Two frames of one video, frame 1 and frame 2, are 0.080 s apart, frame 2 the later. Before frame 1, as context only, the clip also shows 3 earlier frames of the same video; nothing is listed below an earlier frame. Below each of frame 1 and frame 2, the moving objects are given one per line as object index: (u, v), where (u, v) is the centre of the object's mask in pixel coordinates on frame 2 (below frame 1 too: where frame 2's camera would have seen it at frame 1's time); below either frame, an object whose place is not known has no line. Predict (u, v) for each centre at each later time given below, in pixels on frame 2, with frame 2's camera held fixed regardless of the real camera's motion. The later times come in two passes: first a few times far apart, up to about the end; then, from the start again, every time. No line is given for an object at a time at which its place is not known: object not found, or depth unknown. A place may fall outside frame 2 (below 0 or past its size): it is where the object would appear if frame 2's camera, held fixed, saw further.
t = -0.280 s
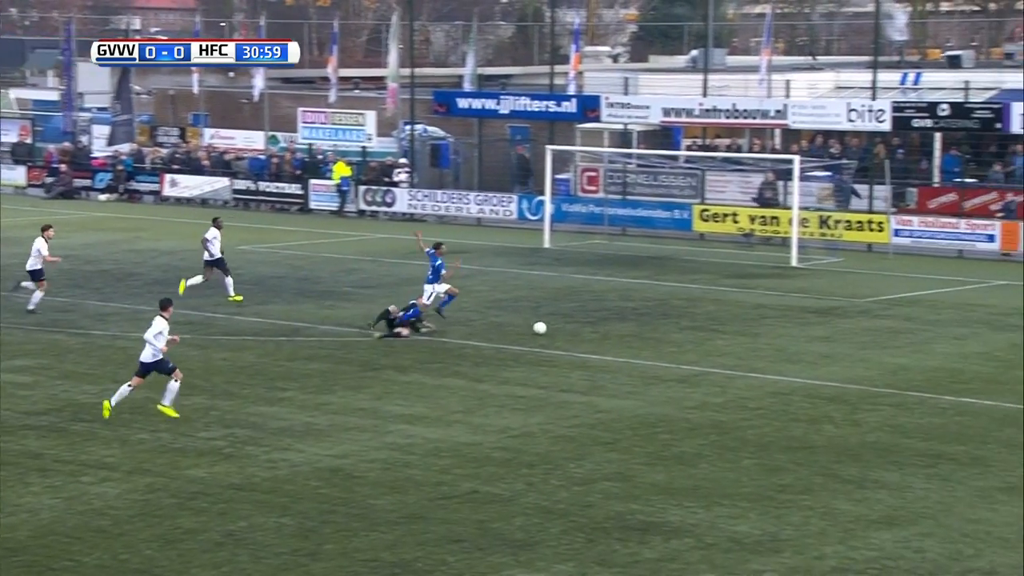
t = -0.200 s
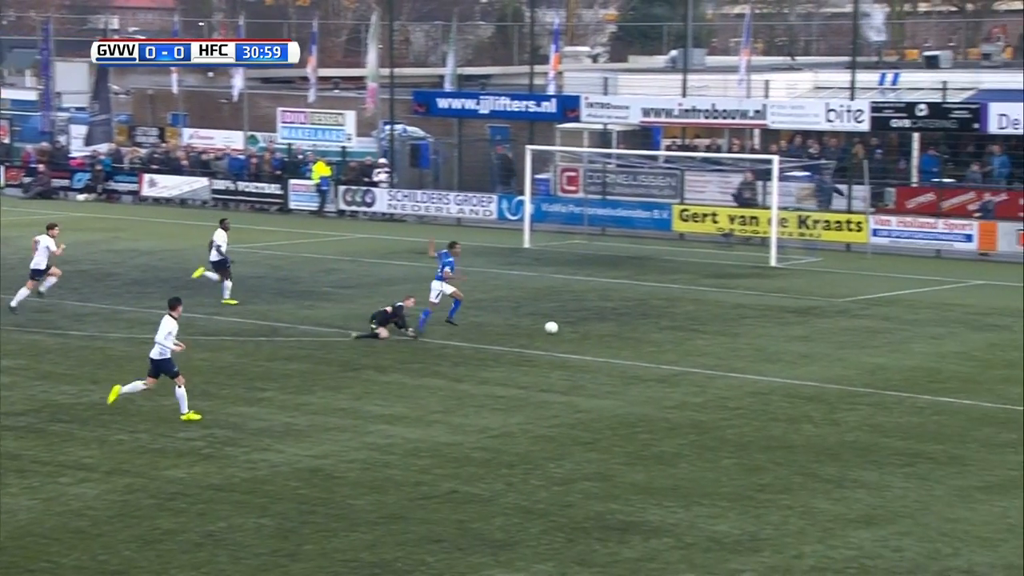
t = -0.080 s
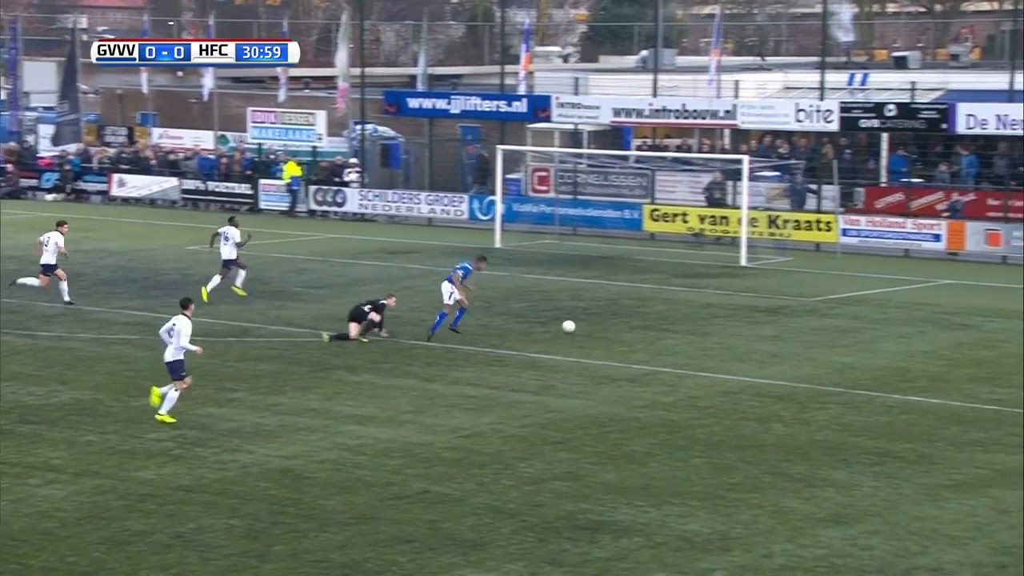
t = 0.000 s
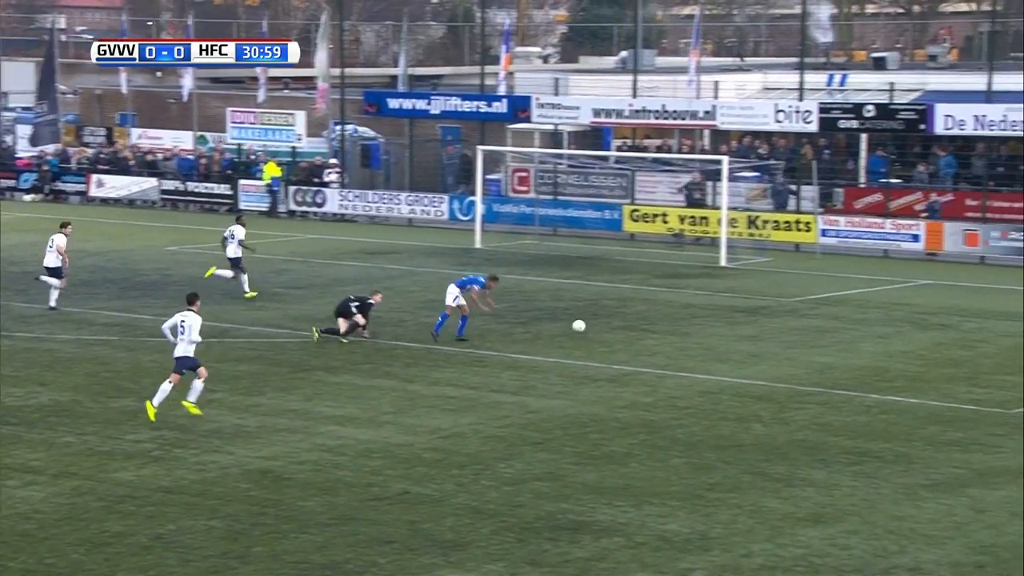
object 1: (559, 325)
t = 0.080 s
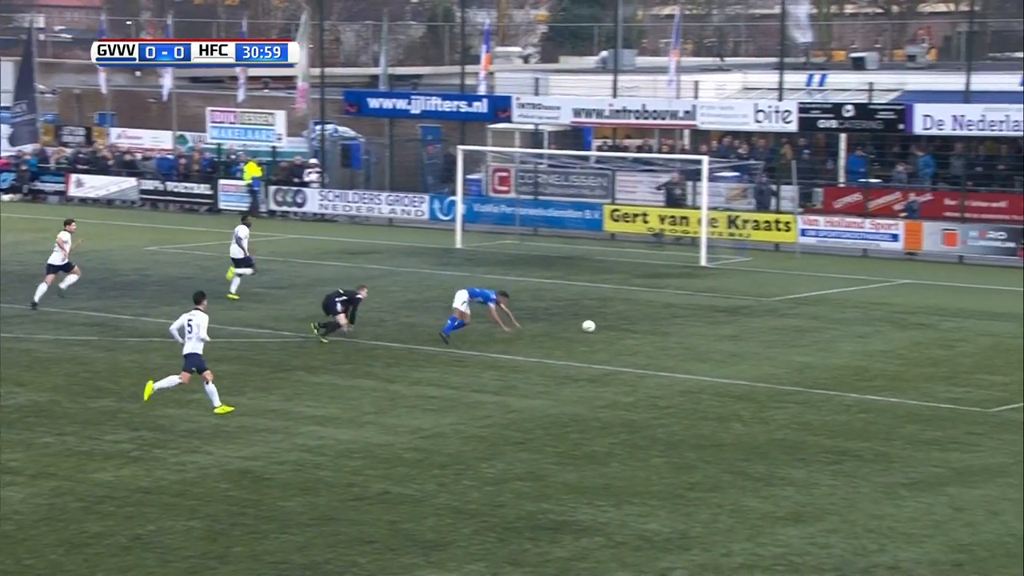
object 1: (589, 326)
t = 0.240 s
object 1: (645, 325)
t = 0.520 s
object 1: (741, 324)
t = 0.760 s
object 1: (818, 323)
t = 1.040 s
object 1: (905, 322)
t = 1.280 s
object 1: (976, 323)
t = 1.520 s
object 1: (1045, 322)
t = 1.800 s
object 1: (1122, 321)
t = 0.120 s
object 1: (603, 326)
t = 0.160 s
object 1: (617, 326)
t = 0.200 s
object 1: (631, 325)
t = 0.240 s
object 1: (645, 325)
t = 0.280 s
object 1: (659, 325)
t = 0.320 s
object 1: (673, 325)
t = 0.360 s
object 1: (687, 325)
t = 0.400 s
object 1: (700, 324)
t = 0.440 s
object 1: (714, 324)
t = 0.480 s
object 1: (727, 324)
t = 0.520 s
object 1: (741, 324)
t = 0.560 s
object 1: (753, 324)
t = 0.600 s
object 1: (766, 324)
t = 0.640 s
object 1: (779, 324)
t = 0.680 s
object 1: (793, 324)
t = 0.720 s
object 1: (805, 323)
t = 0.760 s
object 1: (818, 323)
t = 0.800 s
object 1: (831, 323)
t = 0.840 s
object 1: (843, 323)
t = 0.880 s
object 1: (856, 323)
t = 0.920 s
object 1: (868, 323)
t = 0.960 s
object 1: (881, 323)
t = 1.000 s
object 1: (893, 321)
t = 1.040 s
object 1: (905, 322)
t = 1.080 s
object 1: (917, 323)
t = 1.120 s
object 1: (929, 323)
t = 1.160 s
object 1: (941, 323)
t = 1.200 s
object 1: (952, 322)
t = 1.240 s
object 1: (964, 322)
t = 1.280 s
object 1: (976, 323)
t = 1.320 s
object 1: (987, 323)
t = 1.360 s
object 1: (999, 323)
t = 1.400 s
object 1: (1010, 322)
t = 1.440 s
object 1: (1021, 322)
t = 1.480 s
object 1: (1033, 322)
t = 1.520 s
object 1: (1045, 322)
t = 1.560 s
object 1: (1056, 322)
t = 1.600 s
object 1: (1067, 321)
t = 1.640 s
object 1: (1078, 322)
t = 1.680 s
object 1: (1090, 321)
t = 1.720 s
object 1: (1100, 321)
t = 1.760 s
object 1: (1111, 321)
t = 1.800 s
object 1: (1122, 321)
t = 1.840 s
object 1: (1133, 321)
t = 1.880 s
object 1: (1144, 321)
